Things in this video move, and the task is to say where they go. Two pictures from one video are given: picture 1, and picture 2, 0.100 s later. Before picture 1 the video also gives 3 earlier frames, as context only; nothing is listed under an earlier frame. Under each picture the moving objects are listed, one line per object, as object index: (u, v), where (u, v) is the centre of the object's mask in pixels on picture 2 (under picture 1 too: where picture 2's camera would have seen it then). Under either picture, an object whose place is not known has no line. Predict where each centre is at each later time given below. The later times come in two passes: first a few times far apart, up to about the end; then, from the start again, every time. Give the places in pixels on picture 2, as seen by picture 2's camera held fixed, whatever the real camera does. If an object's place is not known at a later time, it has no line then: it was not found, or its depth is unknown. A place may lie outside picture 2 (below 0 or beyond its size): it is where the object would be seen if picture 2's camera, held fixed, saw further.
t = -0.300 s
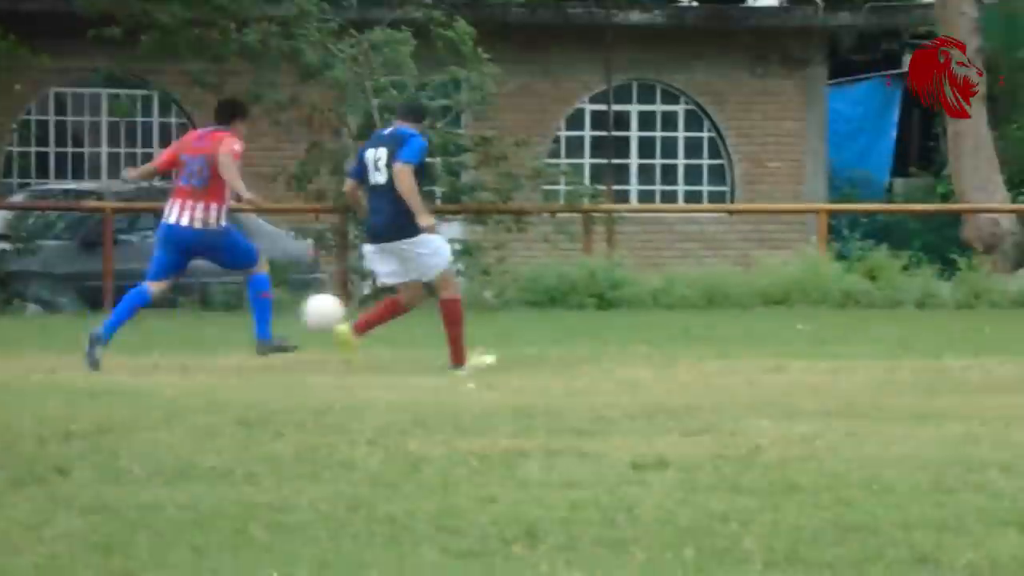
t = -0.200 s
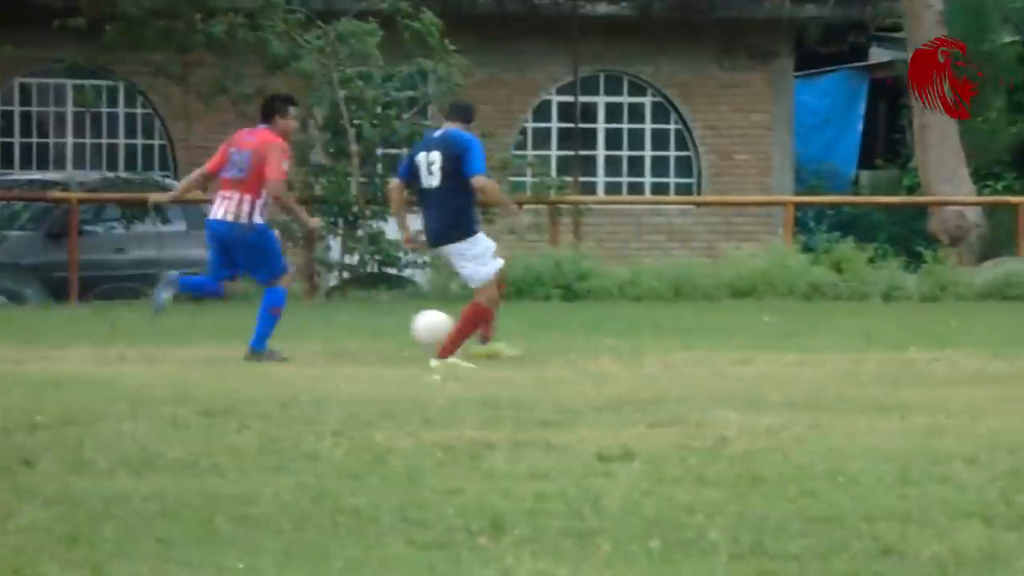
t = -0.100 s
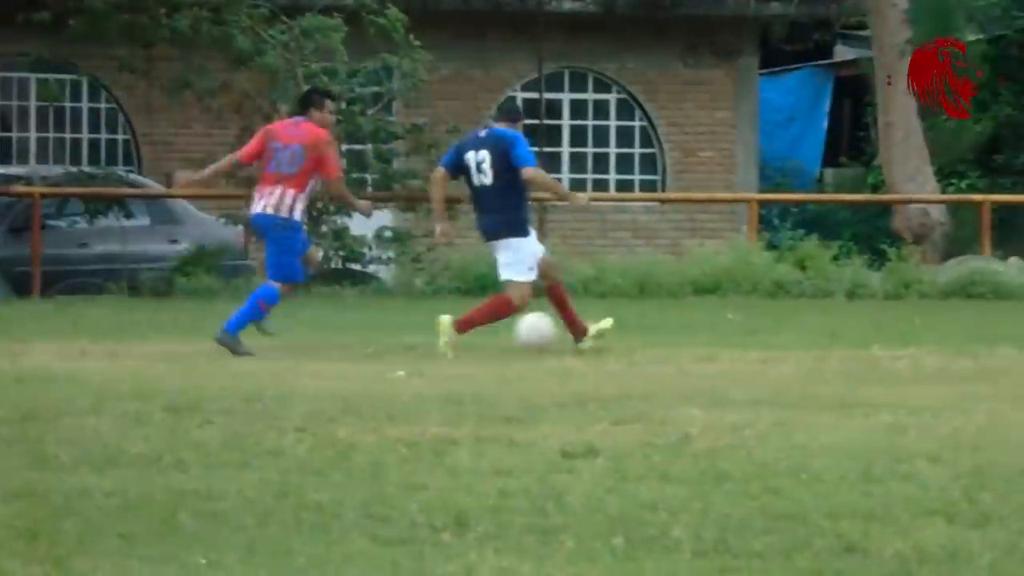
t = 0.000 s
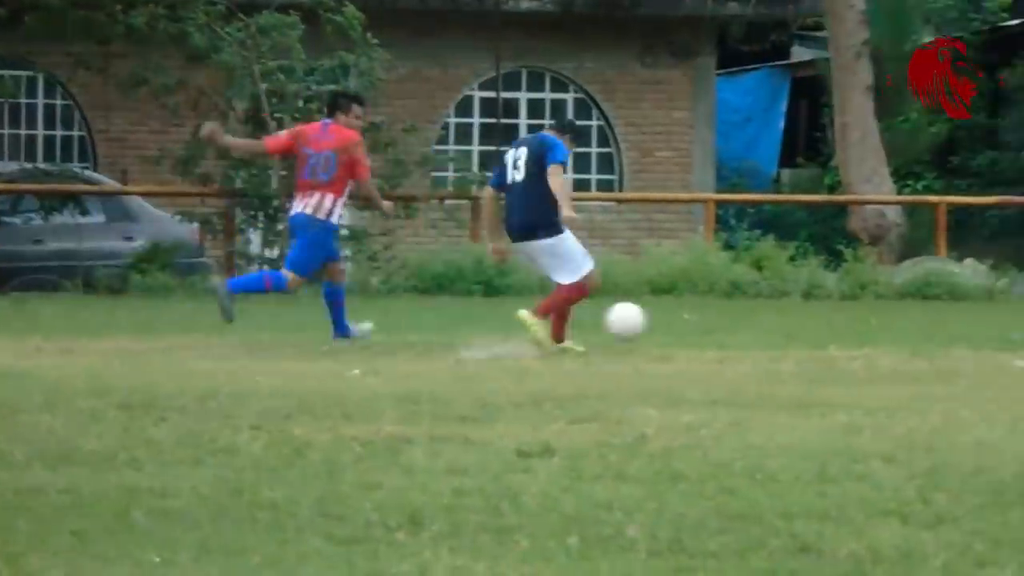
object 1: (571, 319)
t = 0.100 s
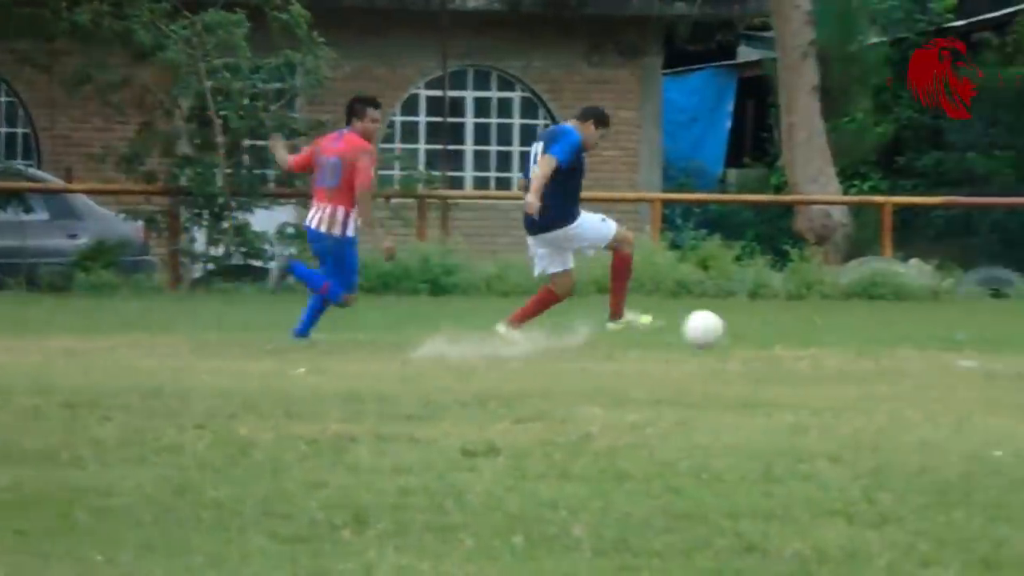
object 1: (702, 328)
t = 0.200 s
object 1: (836, 328)
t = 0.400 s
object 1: (1105, 335)
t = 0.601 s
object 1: (1384, 345)
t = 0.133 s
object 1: (747, 336)
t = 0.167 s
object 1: (791, 335)
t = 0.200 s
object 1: (836, 328)
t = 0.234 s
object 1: (880, 324)
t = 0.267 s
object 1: (924, 322)
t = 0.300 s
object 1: (969, 323)
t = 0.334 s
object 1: (1014, 324)
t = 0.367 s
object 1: (1059, 329)
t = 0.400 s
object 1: (1105, 335)
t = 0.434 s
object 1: (1151, 343)
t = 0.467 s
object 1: (1197, 354)
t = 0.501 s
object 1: (1243, 354)
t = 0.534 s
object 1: (1290, 350)
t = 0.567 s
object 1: (1336, 346)
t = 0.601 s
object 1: (1384, 345)
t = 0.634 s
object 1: (1432, 347)
